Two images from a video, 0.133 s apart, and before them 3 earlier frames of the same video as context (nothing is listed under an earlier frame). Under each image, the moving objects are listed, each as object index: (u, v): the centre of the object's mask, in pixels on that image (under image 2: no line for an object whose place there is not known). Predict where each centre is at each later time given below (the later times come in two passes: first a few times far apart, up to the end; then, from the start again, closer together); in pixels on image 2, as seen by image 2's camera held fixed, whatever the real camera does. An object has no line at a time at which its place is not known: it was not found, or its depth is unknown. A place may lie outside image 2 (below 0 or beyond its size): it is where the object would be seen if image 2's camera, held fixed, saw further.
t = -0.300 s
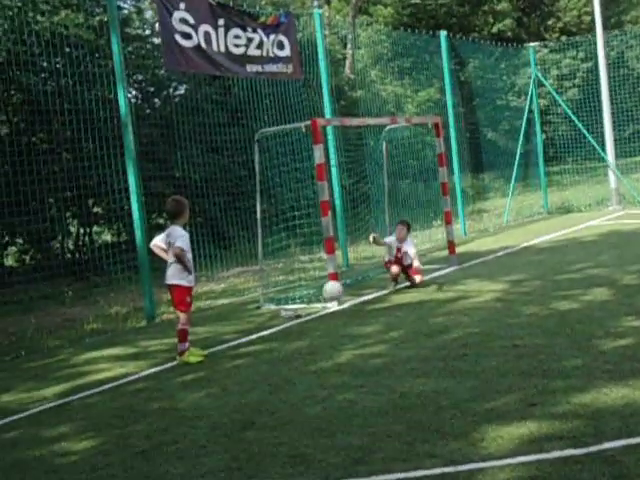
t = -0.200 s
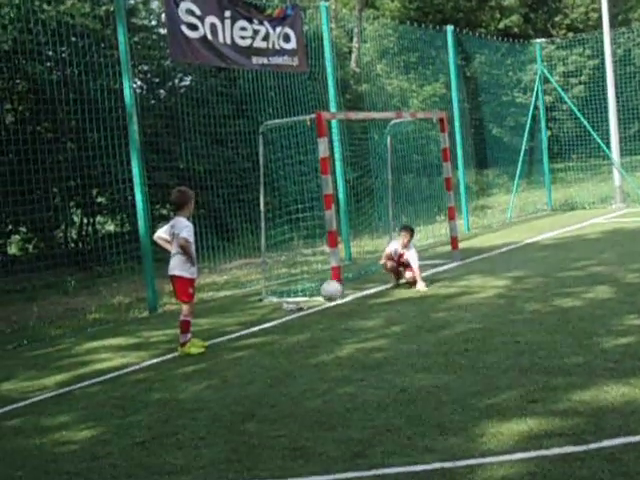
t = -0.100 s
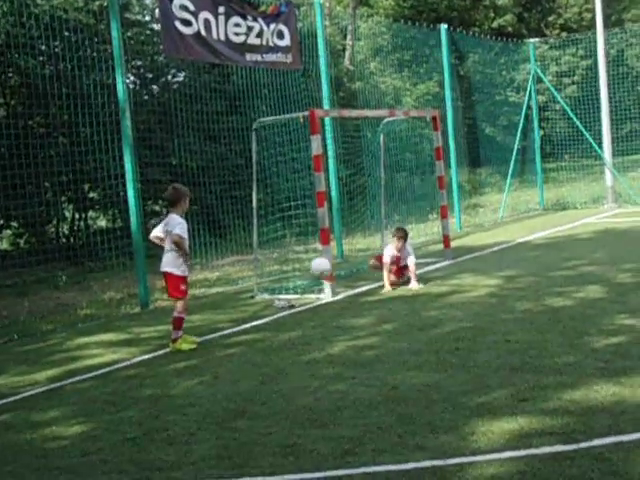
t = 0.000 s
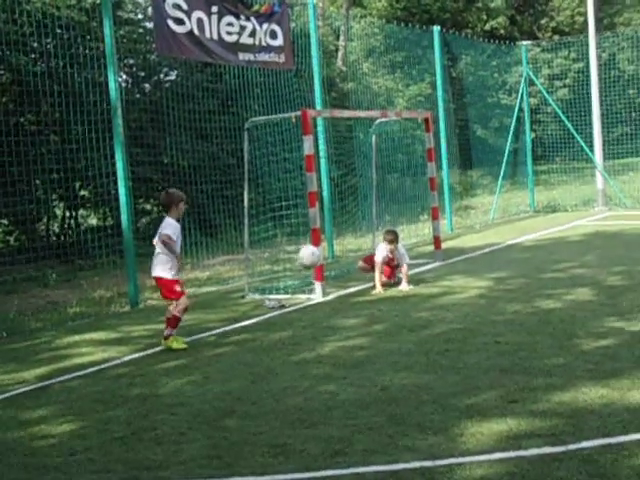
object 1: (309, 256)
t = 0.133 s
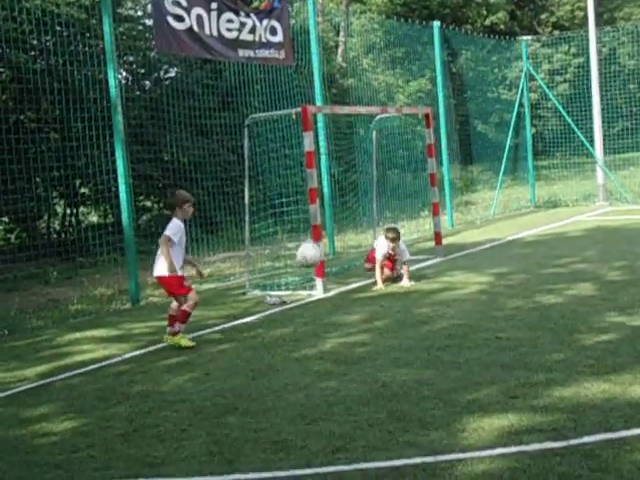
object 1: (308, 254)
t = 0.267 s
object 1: (309, 279)
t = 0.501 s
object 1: (311, 342)
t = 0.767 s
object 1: (307, 348)
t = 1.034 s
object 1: (305, 419)
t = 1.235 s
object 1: (297, 462)
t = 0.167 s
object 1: (308, 257)
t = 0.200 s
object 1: (308, 262)
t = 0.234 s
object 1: (309, 270)
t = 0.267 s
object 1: (309, 279)
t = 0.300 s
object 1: (308, 288)
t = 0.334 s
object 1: (309, 301)
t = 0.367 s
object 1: (310, 314)
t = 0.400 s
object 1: (312, 330)
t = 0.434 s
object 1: (313, 349)
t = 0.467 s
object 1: (312, 347)
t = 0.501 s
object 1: (311, 342)
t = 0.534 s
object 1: (310, 337)
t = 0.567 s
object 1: (309, 333)
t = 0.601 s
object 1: (309, 330)
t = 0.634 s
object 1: (308, 330)
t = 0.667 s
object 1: (308, 332)
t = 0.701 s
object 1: (307, 336)
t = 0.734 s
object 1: (307, 341)
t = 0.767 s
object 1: (307, 348)
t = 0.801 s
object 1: (308, 357)
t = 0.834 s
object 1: (307, 369)
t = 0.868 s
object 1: (308, 384)
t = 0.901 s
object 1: (309, 402)
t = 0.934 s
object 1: (309, 423)
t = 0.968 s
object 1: (309, 422)
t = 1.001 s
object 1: (306, 419)
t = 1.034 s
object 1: (305, 419)
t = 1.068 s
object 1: (303, 419)
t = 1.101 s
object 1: (302, 423)
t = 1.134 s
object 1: (301, 430)
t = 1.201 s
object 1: (298, 452)
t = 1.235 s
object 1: (297, 462)
